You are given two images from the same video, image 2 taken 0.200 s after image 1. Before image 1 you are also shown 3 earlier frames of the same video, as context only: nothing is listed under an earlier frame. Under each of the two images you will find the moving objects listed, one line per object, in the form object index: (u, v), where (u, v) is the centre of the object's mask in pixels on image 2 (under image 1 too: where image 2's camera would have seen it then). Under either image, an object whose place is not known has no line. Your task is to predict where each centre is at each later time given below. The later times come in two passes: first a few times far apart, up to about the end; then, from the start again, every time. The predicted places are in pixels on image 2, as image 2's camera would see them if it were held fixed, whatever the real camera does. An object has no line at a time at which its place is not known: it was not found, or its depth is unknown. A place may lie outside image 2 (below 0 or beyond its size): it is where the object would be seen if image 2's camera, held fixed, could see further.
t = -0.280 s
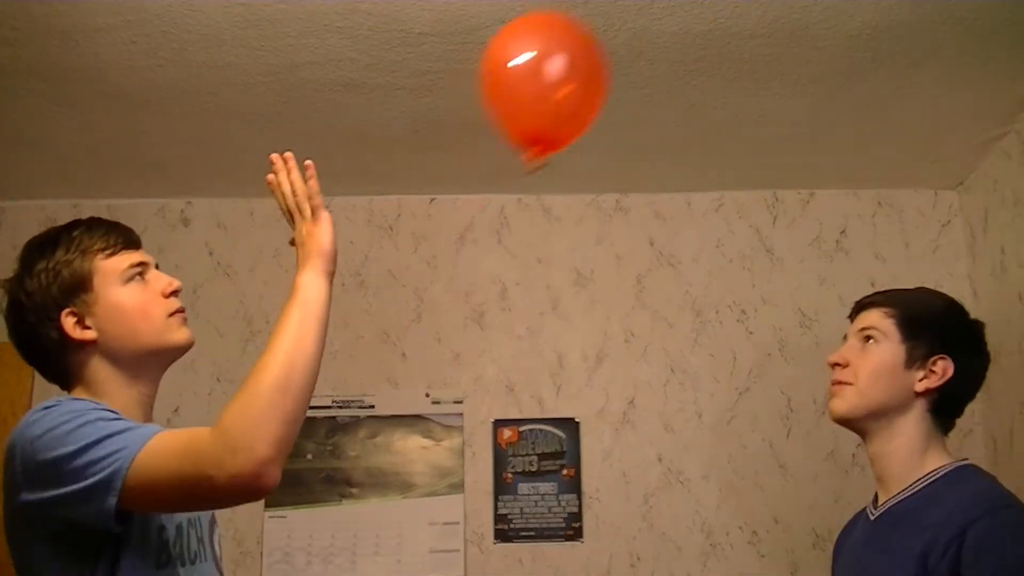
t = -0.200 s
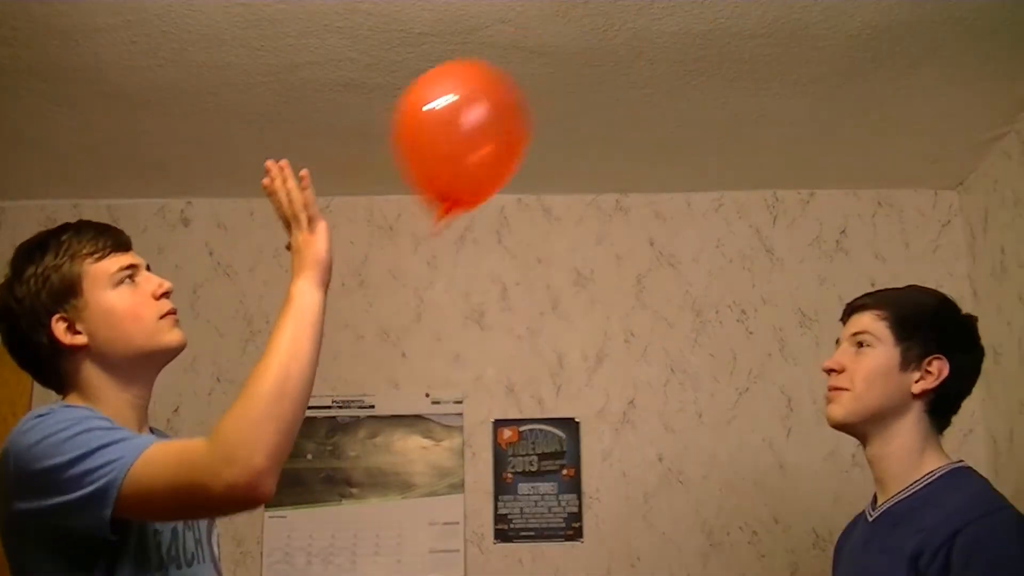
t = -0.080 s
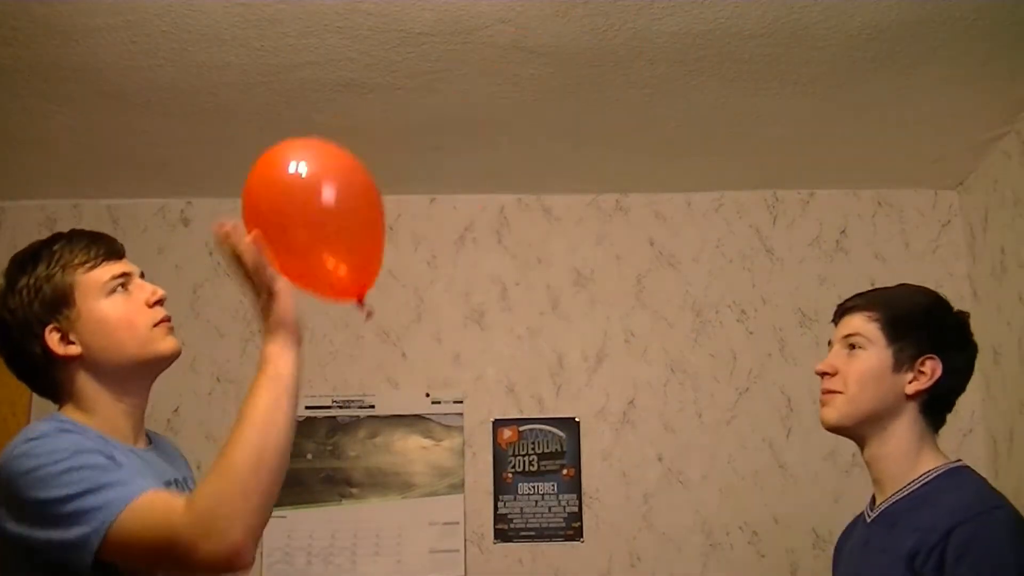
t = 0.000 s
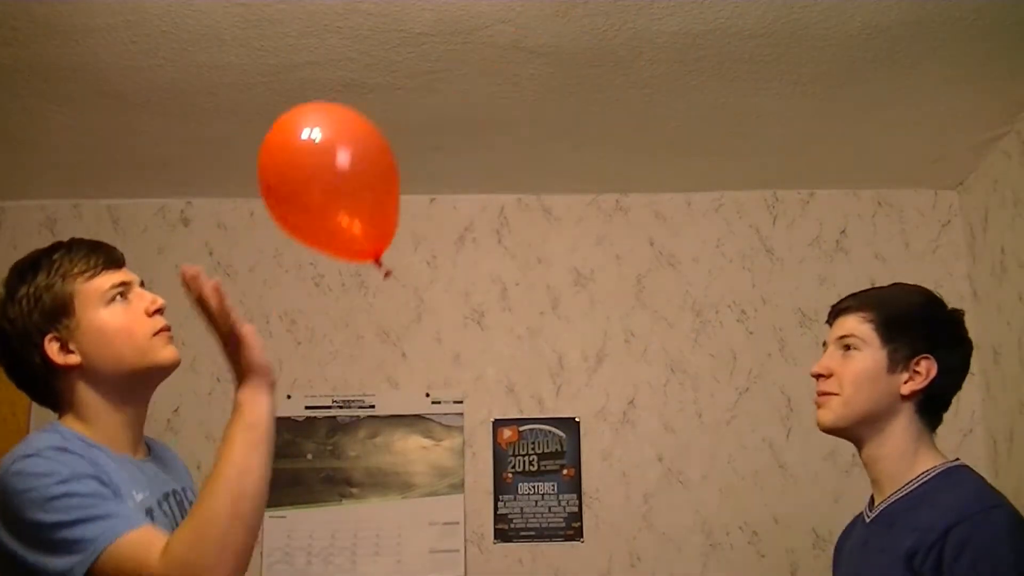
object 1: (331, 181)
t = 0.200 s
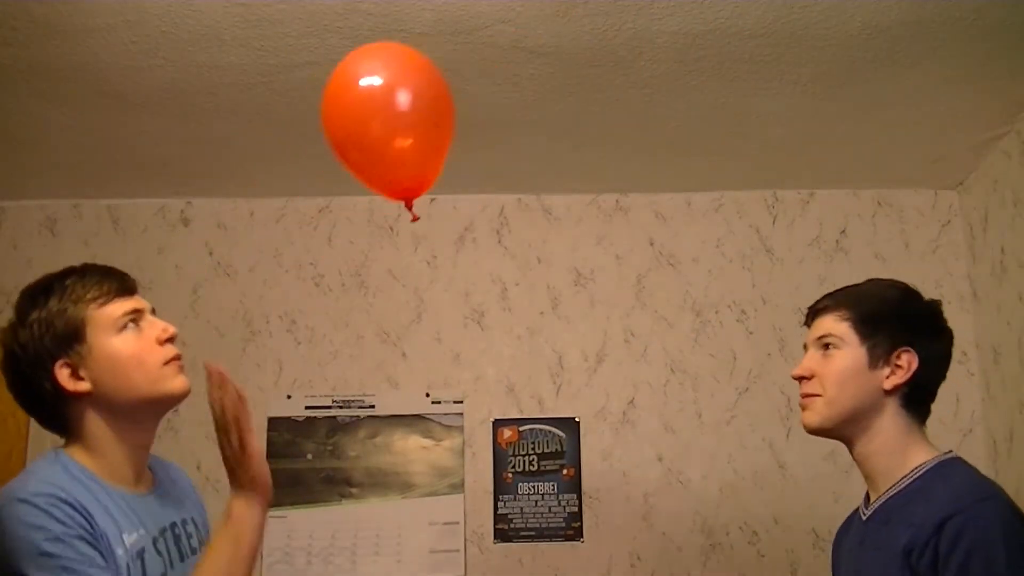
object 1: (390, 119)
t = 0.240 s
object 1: (404, 113)
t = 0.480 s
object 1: (509, 115)
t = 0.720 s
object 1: (634, 191)
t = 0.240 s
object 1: (404, 113)
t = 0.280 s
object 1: (420, 108)
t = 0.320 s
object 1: (436, 105)
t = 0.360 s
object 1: (453, 105)
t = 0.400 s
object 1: (471, 106)
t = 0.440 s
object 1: (490, 110)
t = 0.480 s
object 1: (509, 115)
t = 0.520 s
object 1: (528, 123)
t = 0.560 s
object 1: (548, 132)
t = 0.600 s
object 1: (569, 143)
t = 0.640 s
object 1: (590, 157)
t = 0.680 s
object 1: (612, 172)
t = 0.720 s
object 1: (634, 191)
